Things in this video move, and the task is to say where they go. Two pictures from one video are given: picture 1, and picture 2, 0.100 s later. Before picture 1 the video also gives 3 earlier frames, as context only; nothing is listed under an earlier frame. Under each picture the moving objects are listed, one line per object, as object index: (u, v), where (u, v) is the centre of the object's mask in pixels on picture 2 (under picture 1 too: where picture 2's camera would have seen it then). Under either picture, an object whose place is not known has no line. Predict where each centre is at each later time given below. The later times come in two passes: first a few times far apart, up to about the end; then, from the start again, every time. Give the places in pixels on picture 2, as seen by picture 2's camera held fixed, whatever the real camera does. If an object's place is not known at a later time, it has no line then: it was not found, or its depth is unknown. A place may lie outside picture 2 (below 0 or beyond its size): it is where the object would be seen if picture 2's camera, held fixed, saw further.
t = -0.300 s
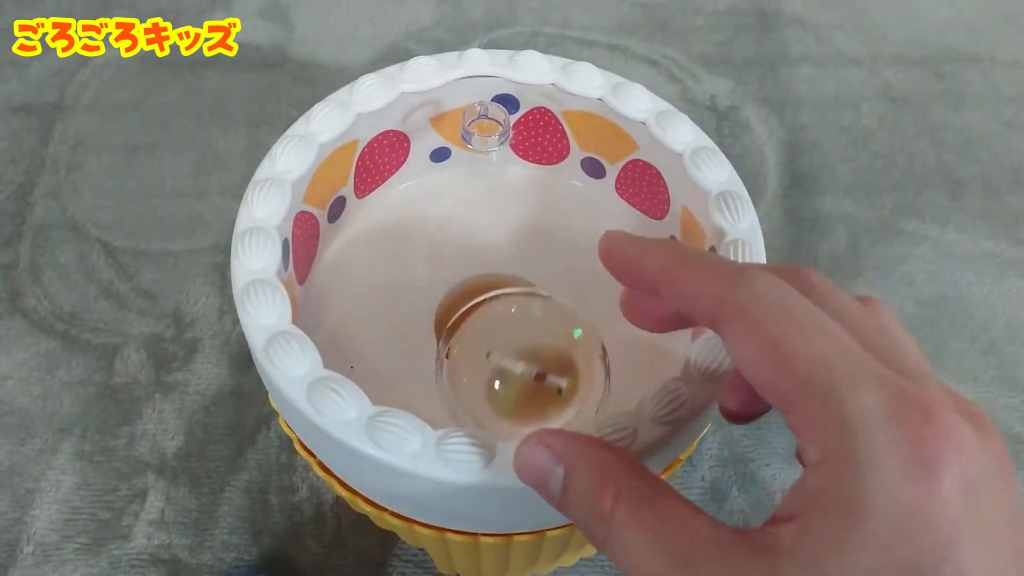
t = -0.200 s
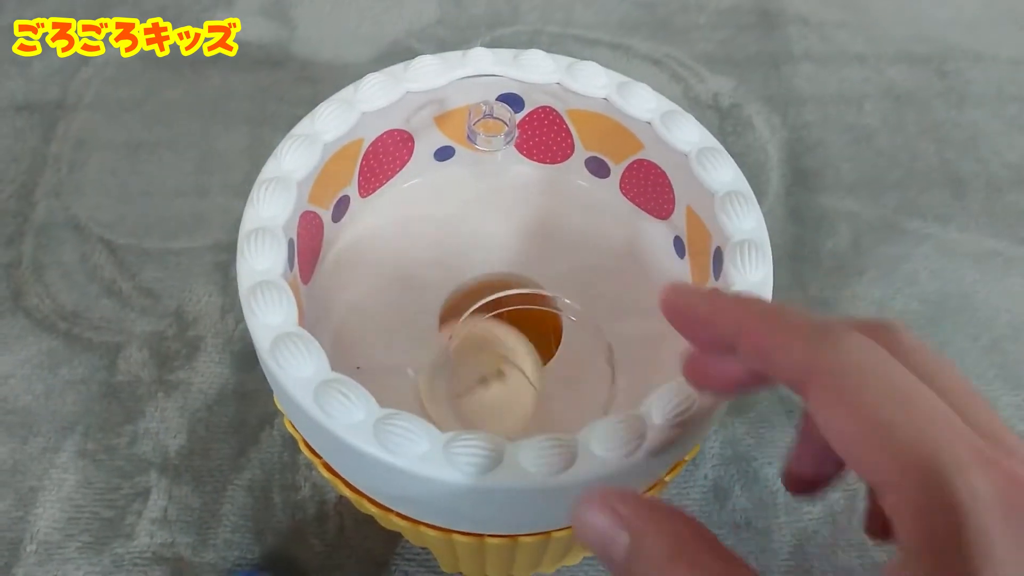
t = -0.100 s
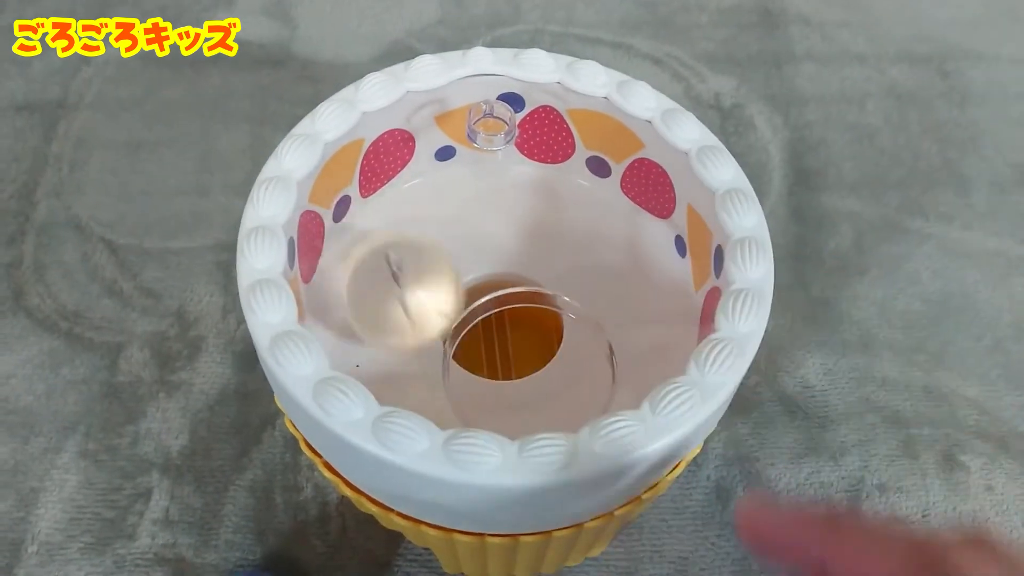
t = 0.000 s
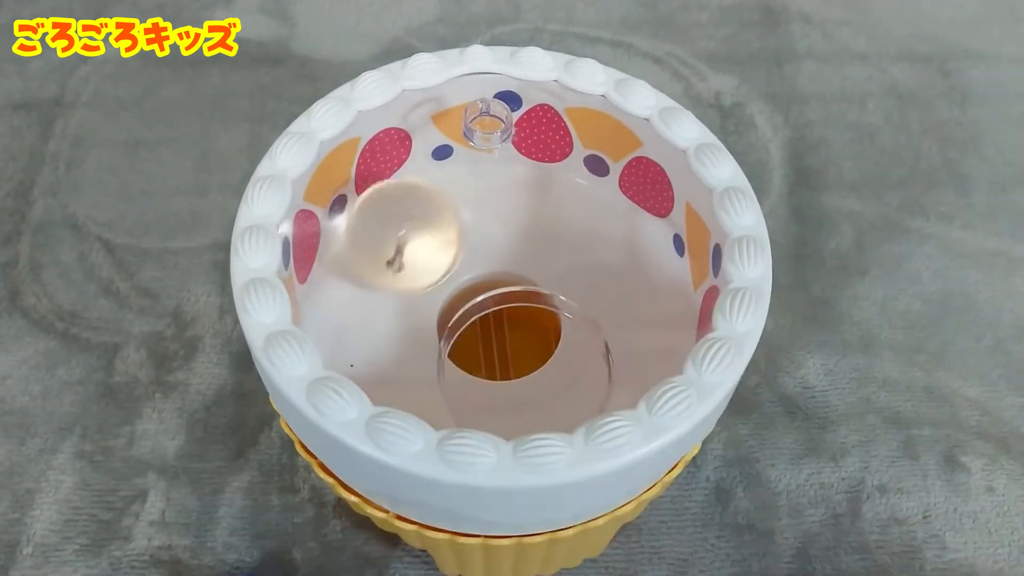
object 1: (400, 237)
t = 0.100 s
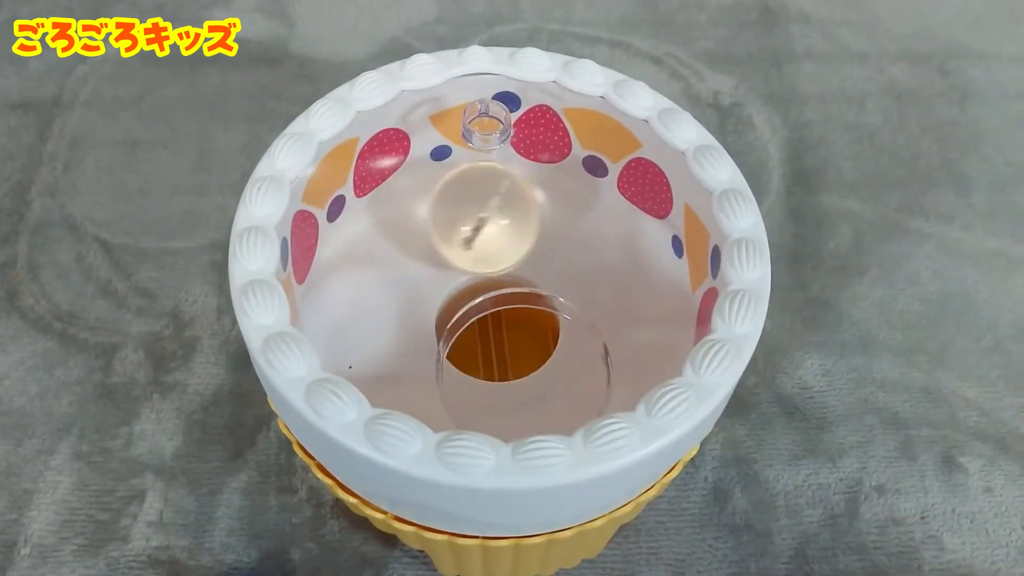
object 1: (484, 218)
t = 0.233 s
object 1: (588, 205)
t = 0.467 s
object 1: (580, 328)
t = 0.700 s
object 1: (505, 352)
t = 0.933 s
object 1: (550, 292)
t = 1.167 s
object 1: (604, 325)
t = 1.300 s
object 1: (568, 318)
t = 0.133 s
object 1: (513, 213)
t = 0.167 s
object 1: (540, 207)
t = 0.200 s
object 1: (565, 205)
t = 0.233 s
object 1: (588, 205)
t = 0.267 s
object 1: (596, 219)
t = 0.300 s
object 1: (603, 237)
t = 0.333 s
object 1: (606, 254)
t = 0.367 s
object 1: (609, 266)
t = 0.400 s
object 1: (597, 290)
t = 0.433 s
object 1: (590, 308)
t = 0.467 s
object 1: (580, 328)
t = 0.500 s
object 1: (559, 352)
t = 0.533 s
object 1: (557, 365)
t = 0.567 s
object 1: (550, 372)
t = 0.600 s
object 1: (544, 371)
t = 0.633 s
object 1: (537, 366)
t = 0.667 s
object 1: (516, 357)
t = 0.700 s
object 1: (505, 352)
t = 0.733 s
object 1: (493, 341)
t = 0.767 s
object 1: (483, 330)
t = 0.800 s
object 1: (476, 316)
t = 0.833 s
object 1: (482, 298)
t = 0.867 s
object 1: (509, 284)
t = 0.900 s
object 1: (535, 285)
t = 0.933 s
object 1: (550, 292)
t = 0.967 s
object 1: (563, 299)
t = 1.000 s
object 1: (574, 308)
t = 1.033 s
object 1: (585, 319)
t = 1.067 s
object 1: (595, 323)
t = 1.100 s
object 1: (603, 325)
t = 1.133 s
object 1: (606, 325)
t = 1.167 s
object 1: (604, 325)
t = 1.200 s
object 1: (600, 327)
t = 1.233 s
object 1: (592, 326)
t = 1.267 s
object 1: (581, 322)
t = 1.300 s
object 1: (568, 318)
